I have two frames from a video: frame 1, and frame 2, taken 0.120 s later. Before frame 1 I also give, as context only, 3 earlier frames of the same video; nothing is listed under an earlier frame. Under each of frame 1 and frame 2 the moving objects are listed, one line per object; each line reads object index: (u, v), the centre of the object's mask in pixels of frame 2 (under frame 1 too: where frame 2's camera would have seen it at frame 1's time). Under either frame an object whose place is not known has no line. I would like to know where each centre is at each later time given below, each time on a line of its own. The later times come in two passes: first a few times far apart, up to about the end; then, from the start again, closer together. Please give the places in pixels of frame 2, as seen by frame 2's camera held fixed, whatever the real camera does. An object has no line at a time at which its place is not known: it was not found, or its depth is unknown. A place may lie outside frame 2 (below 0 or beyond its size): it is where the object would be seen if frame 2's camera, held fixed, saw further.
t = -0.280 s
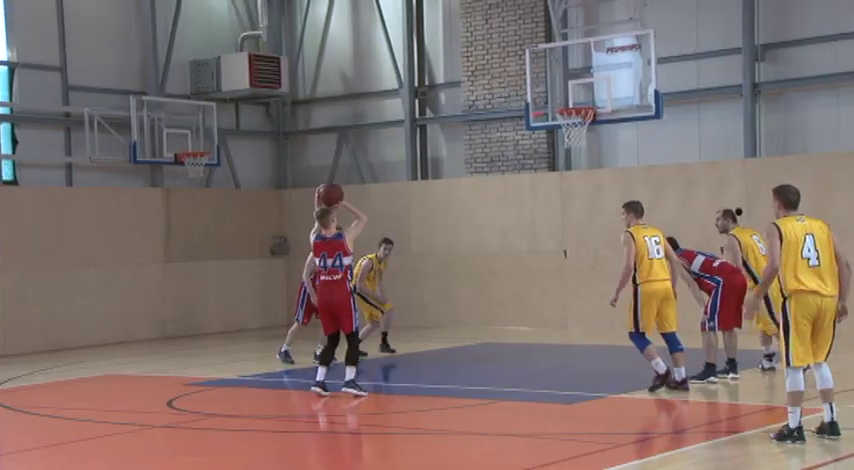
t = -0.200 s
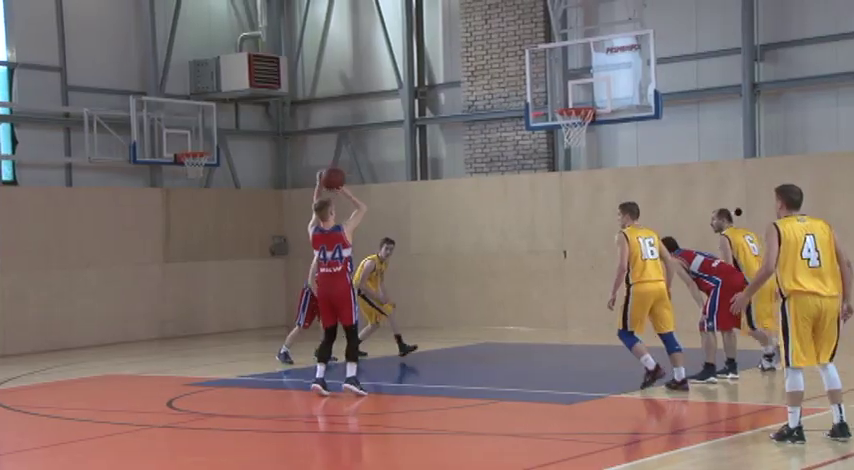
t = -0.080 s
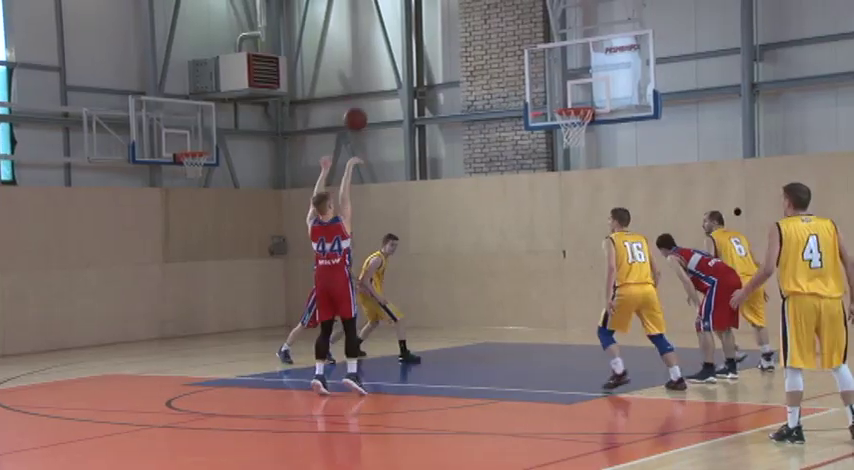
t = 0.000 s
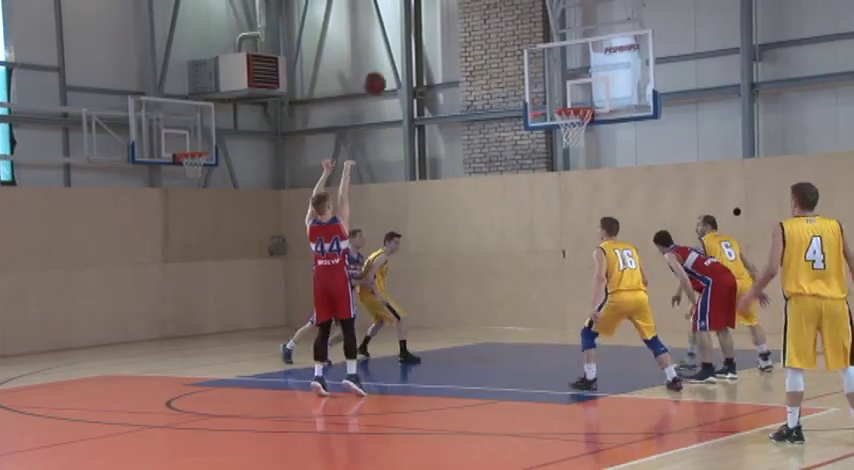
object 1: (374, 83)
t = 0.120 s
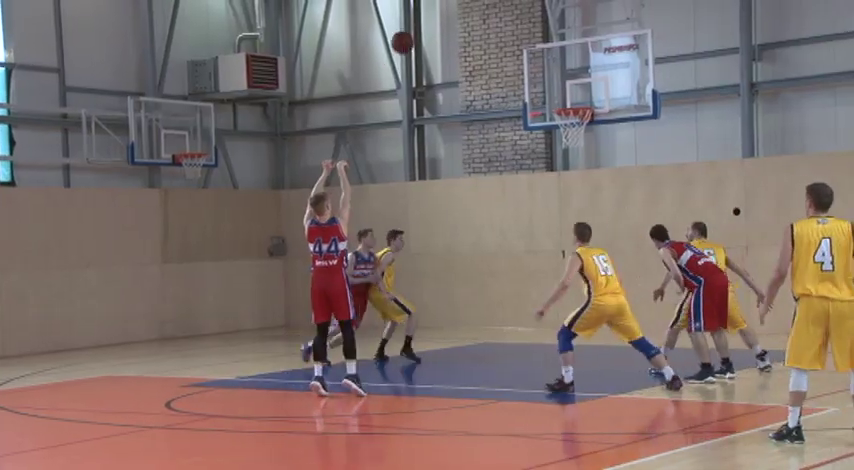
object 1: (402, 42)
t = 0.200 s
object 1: (421, 23)
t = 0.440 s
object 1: (474, 6)
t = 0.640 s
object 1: (515, 21)
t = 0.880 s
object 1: (562, 84)
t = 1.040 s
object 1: (576, 138)
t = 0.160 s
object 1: (411, 32)
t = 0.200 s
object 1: (421, 23)
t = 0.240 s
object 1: (430, 15)
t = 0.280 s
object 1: (439, 10)
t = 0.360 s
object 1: (457, 6)
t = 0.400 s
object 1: (465, 5)
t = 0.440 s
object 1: (474, 6)
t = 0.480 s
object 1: (483, 7)
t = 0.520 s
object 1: (491, 8)
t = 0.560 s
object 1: (499, 10)
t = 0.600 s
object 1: (507, 14)
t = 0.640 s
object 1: (515, 21)
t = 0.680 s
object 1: (524, 29)
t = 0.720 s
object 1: (531, 37)
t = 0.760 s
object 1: (539, 47)
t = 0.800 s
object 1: (548, 58)
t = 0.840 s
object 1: (555, 71)
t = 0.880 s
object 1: (562, 84)
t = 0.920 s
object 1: (571, 98)
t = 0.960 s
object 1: (578, 109)
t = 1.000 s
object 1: (575, 128)
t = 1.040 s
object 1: (576, 138)
